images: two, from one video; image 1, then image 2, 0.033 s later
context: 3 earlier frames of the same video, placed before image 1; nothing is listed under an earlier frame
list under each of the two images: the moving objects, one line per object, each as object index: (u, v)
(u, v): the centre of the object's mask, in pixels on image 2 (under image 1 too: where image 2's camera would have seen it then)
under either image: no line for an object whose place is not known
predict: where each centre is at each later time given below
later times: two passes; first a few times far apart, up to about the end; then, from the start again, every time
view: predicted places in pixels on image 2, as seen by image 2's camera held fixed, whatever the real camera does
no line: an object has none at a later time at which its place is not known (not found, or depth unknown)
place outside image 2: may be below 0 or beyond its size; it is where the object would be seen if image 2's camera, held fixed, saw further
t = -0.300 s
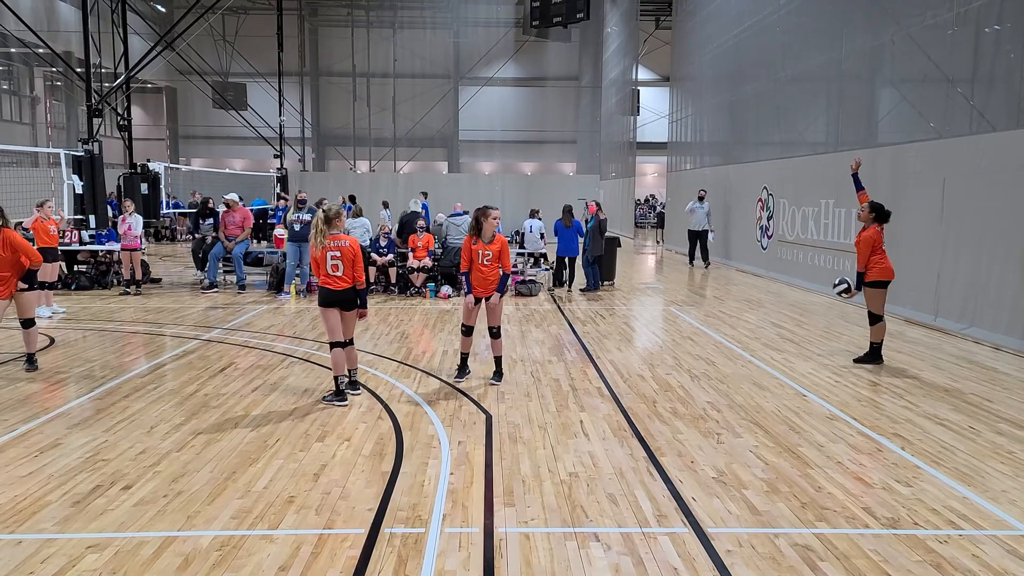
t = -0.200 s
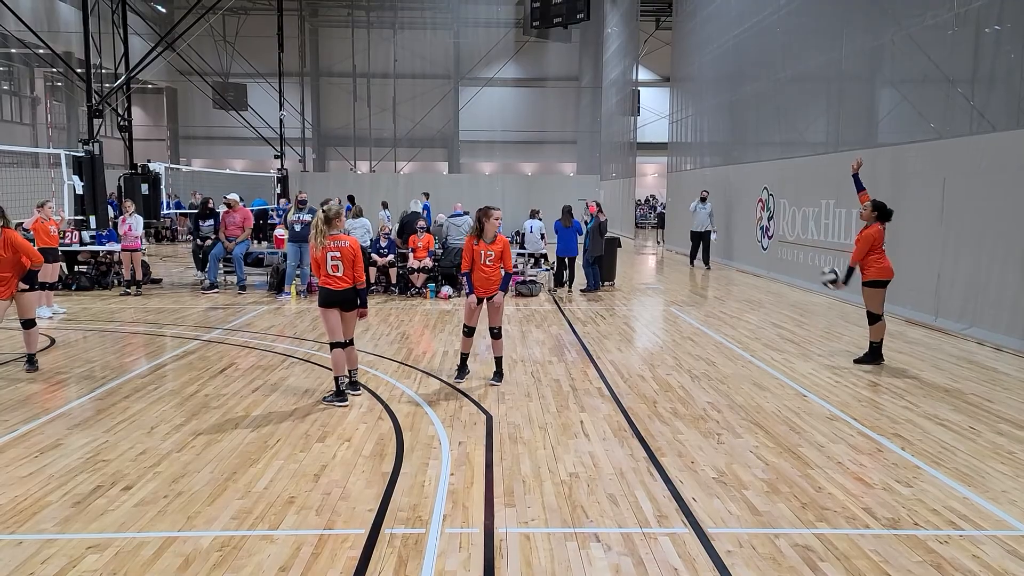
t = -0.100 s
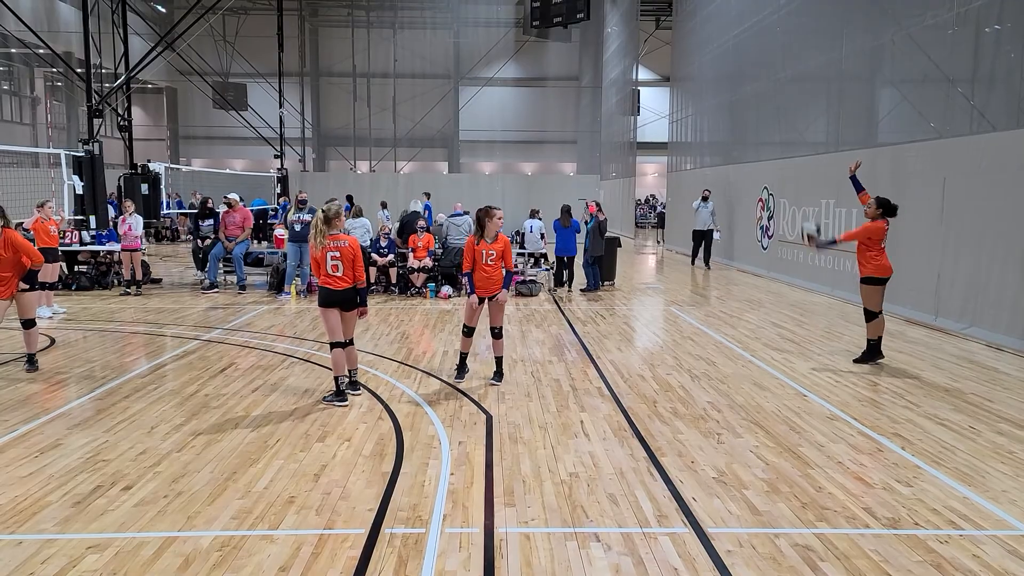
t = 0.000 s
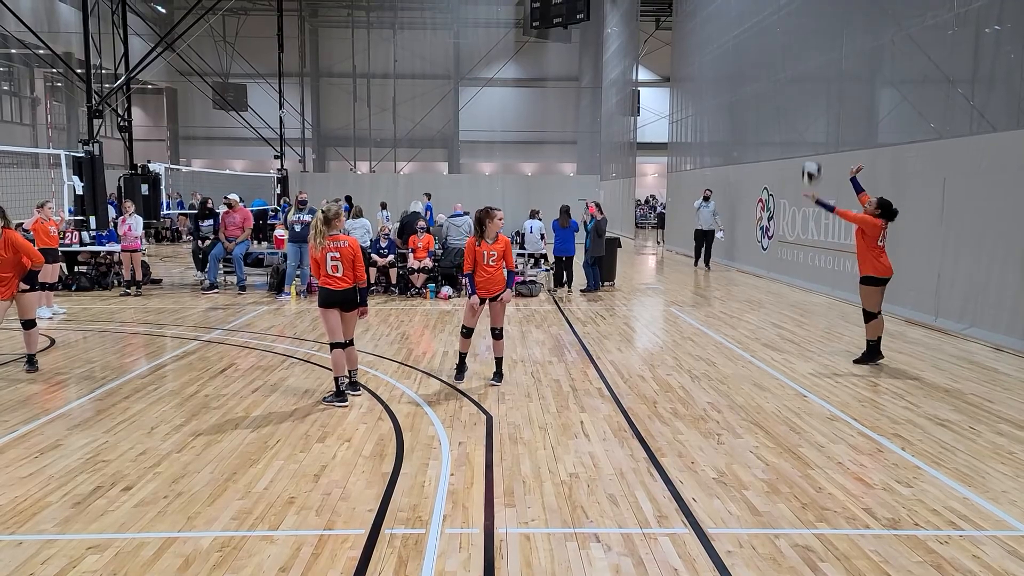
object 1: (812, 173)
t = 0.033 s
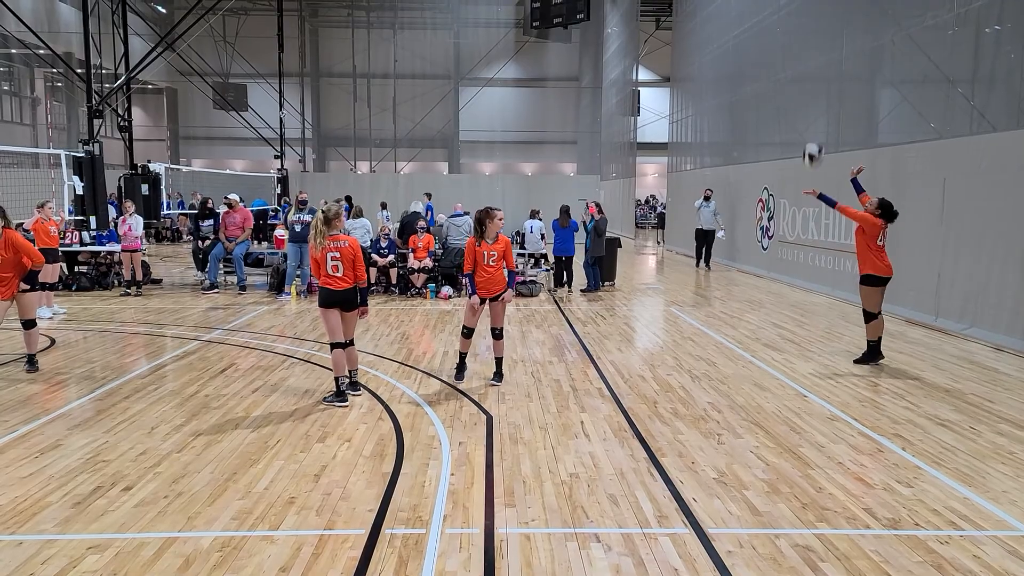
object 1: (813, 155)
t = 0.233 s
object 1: (818, 68)
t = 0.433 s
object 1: (821, 20)
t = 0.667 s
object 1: (823, 13)
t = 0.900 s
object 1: (821, 59)
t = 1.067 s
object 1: (819, 123)
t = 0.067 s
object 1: (813, 138)
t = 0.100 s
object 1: (815, 122)
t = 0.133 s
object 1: (816, 107)
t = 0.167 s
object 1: (816, 93)
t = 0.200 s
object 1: (817, 80)
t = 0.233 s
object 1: (818, 68)
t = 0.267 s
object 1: (819, 57)
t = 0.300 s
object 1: (819, 48)
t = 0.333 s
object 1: (820, 39)
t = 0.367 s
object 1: (820, 32)
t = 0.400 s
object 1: (821, 25)
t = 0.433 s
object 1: (821, 20)
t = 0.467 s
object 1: (822, 16)
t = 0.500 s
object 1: (822, 13)
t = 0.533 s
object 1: (822, 10)
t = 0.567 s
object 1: (823, 10)
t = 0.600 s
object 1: (823, 10)
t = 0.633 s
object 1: (823, 11)
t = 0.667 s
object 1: (823, 13)
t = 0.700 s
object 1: (823, 17)
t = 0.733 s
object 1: (823, 21)
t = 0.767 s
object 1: (822, 27)
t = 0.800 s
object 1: (822, 33)
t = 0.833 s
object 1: (822, 41)
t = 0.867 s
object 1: (822, 50)
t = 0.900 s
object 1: (821, 59)
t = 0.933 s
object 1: (821, 70)
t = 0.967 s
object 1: (820, 82)
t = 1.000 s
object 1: (820, 95)
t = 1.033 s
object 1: (819, 108)
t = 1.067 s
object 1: (819, 123)
